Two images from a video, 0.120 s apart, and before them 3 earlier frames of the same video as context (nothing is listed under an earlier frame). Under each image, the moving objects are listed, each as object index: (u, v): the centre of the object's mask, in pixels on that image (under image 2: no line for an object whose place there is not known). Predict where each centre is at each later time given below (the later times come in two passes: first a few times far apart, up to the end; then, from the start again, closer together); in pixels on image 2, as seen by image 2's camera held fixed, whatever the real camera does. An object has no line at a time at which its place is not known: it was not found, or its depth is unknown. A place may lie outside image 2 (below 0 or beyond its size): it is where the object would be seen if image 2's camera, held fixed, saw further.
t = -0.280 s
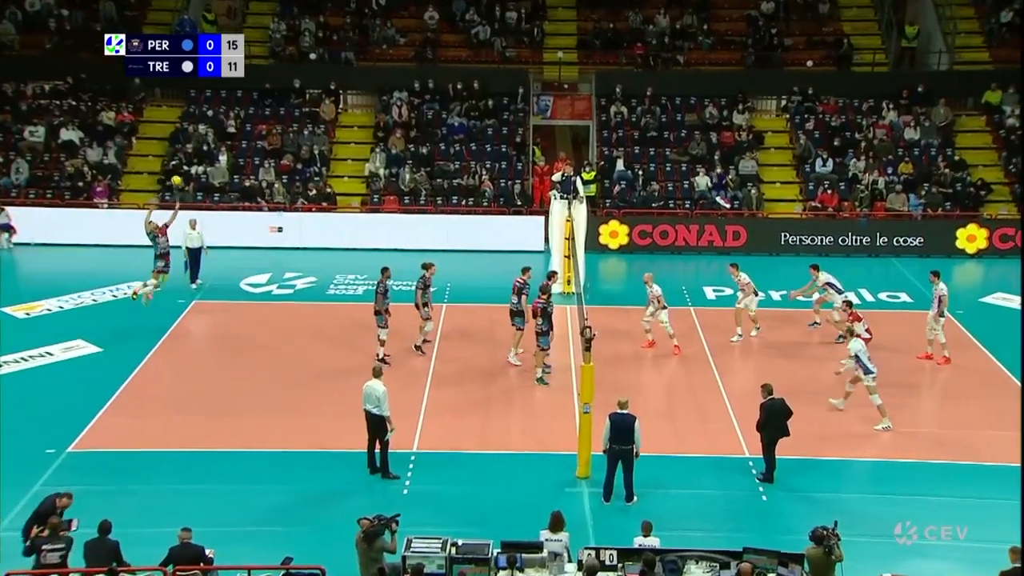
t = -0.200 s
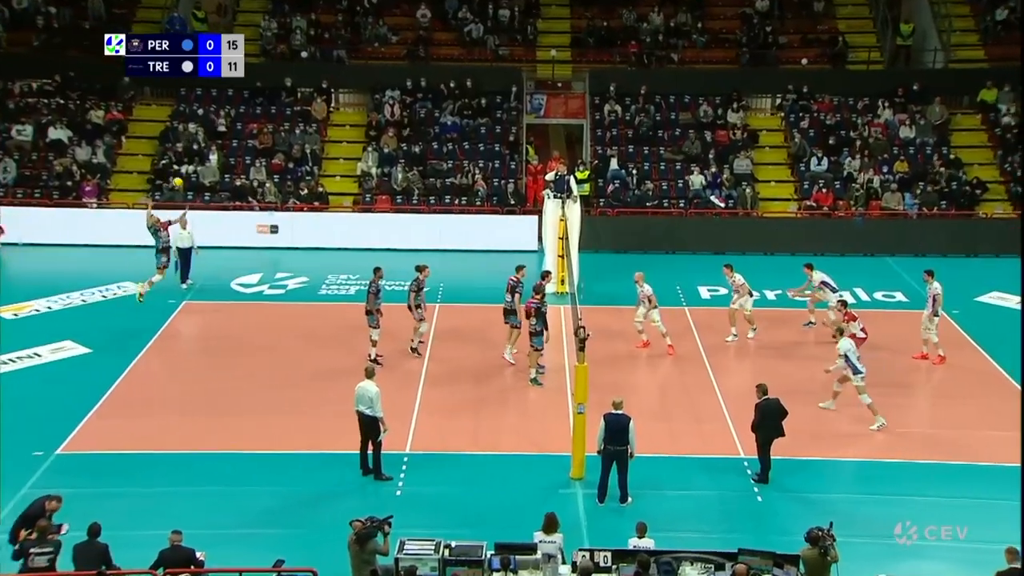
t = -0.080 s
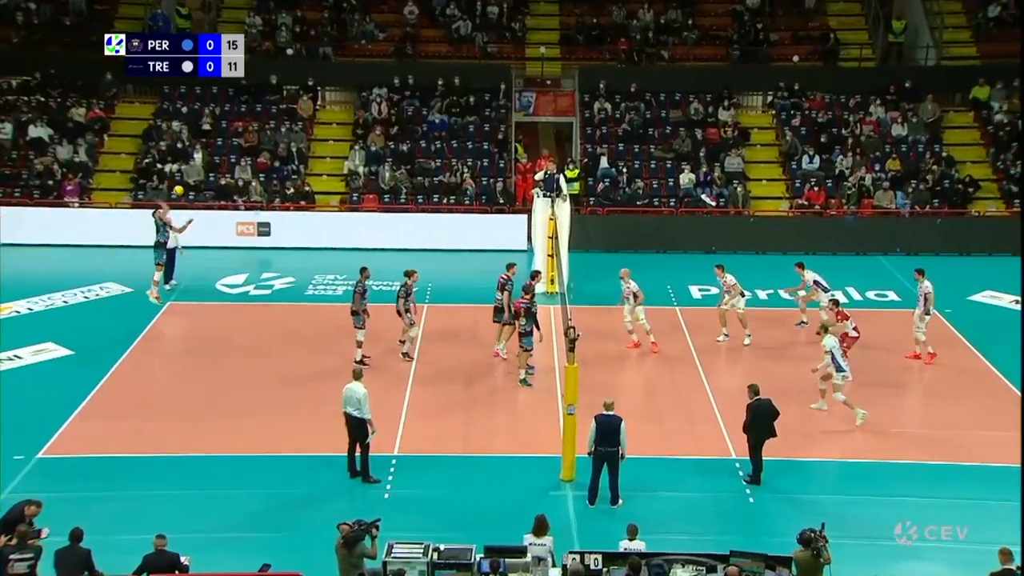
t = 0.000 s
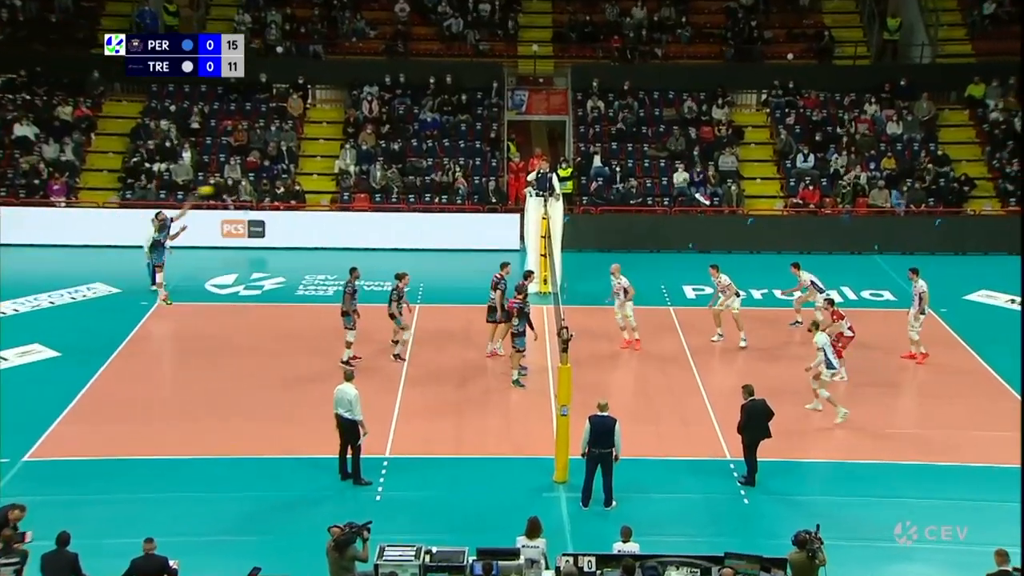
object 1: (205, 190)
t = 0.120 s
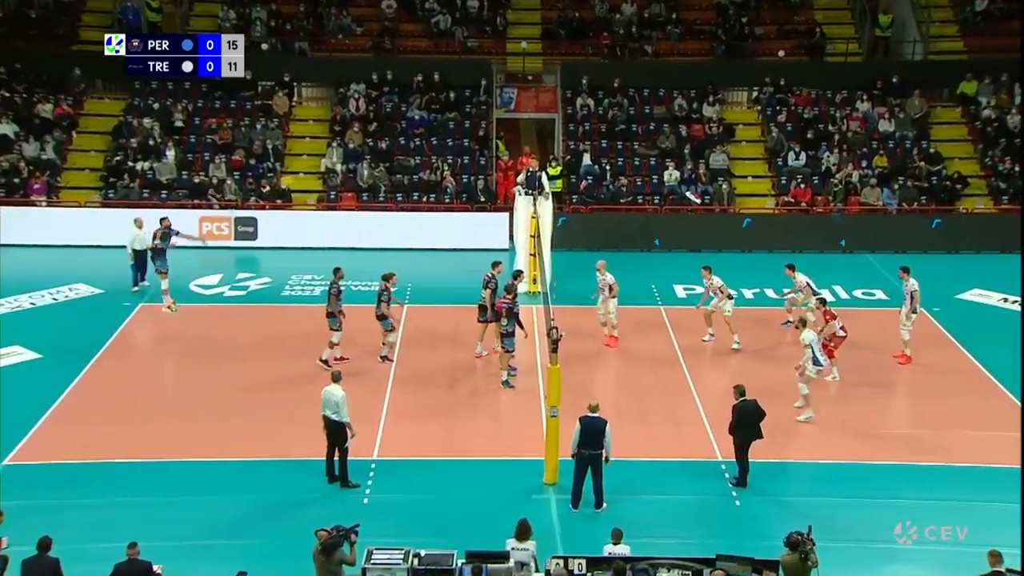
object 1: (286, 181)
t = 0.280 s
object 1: (408, 177)
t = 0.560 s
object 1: (602, 195)
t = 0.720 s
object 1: (707, 219)
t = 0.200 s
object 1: (348, 178)
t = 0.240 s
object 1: (378, 177)
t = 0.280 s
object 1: (408, 177)
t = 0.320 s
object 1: (435, 178)
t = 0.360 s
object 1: (464, 179)
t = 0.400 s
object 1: (492, 180)
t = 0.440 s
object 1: (520, 182)
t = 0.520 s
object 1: (575, 190)
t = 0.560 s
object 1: (602, 195)
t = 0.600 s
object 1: (628, 200)
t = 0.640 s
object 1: (655, 206)
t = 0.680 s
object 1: (681, 213)
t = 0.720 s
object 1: (707, 219)
